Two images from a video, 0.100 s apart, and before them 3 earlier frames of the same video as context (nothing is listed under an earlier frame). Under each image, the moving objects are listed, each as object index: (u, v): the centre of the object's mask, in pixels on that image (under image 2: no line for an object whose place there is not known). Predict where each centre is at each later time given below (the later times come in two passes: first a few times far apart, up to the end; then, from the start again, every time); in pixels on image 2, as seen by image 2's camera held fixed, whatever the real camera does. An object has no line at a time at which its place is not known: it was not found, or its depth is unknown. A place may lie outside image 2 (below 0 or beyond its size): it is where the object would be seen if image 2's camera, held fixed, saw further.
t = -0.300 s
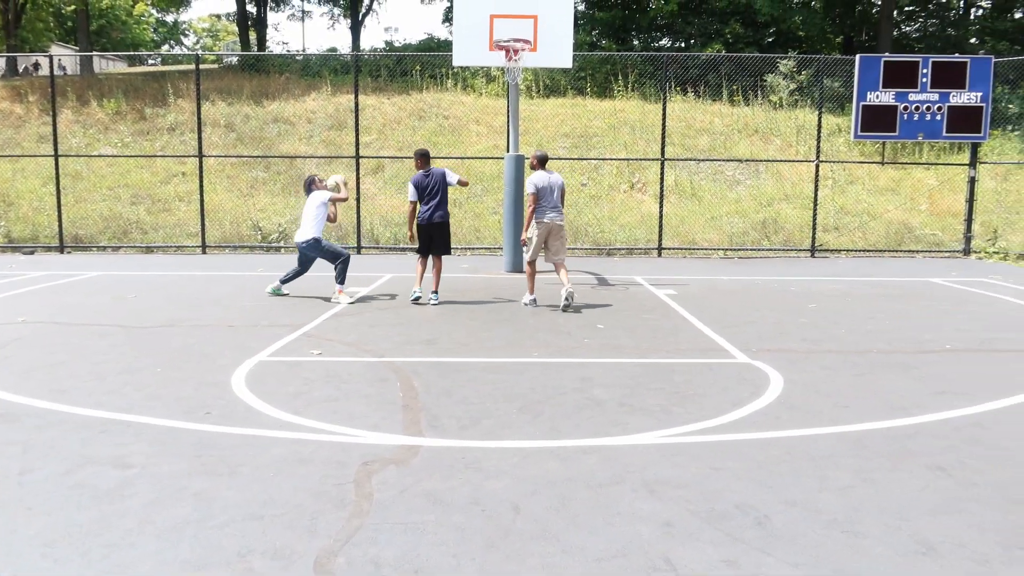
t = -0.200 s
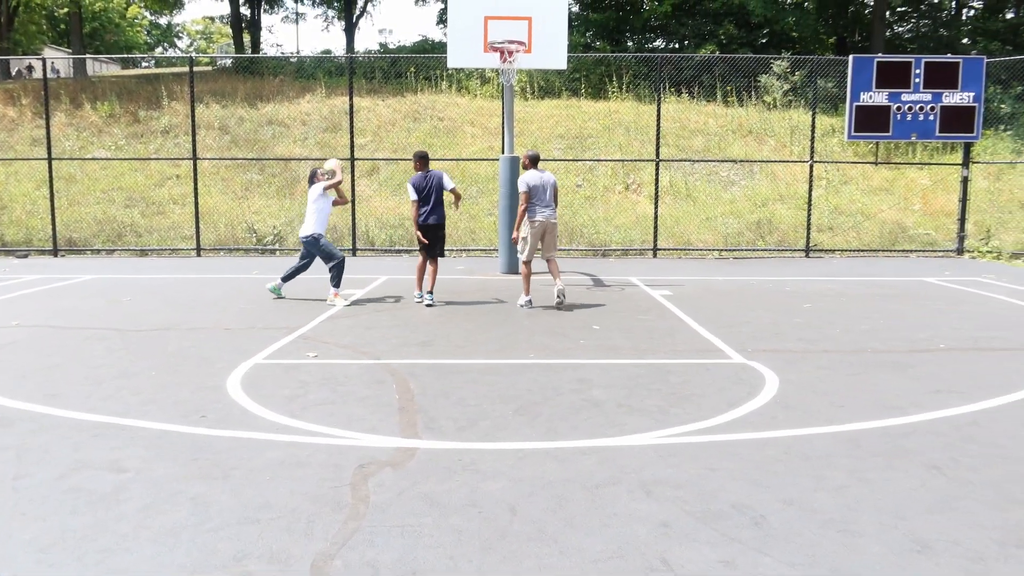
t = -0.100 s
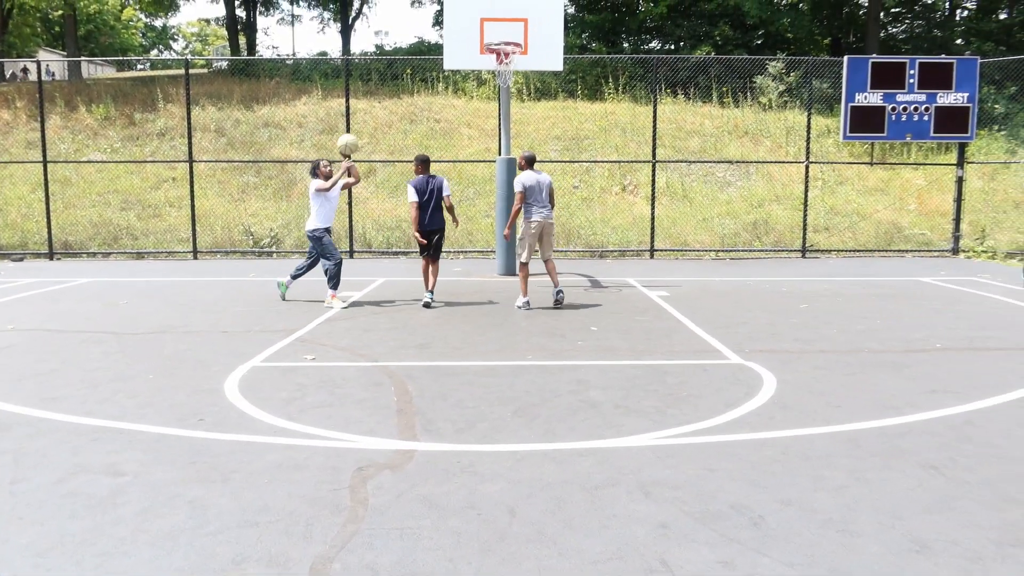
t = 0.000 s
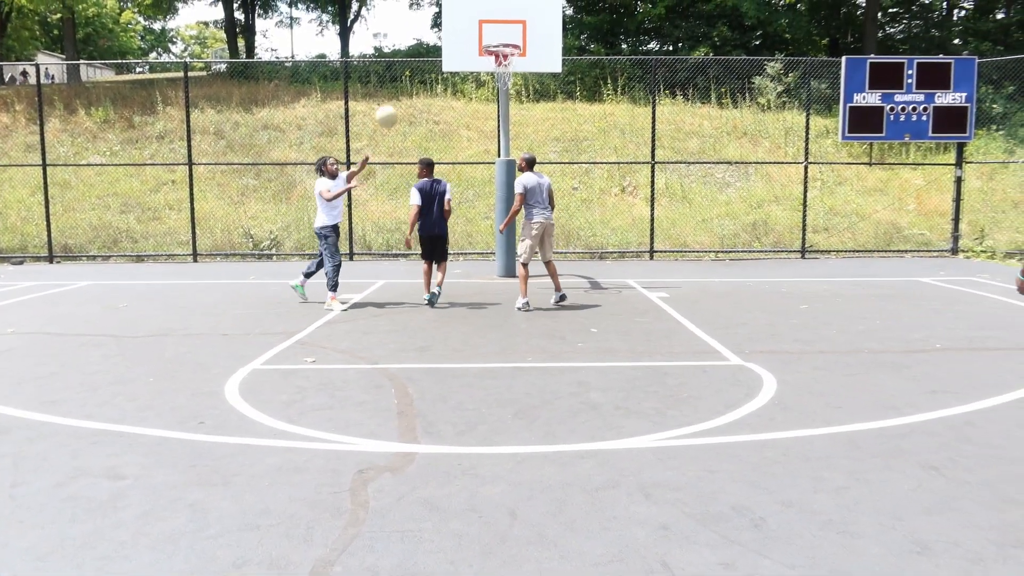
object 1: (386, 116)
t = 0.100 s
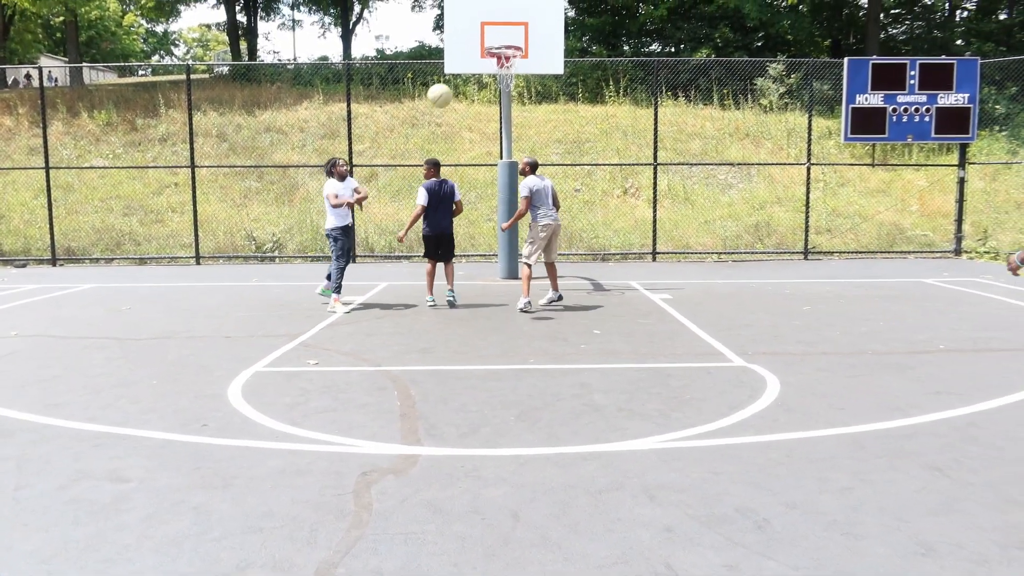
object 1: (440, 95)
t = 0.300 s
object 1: (572, 70)
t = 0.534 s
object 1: (811, 96)
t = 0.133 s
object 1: (458, 88)
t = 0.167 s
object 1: (478, 84)
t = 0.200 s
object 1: (499, 79)
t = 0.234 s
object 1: (522, 77)
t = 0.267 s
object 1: (547, 73)
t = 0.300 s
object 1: (572, 70)
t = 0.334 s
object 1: (600, 69)
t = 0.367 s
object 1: (629, 69)
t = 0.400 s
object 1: (660, 71)
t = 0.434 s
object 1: (694, 74)
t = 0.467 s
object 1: (730, 79)
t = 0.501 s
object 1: (769, 86)
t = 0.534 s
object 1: (811, 96)
